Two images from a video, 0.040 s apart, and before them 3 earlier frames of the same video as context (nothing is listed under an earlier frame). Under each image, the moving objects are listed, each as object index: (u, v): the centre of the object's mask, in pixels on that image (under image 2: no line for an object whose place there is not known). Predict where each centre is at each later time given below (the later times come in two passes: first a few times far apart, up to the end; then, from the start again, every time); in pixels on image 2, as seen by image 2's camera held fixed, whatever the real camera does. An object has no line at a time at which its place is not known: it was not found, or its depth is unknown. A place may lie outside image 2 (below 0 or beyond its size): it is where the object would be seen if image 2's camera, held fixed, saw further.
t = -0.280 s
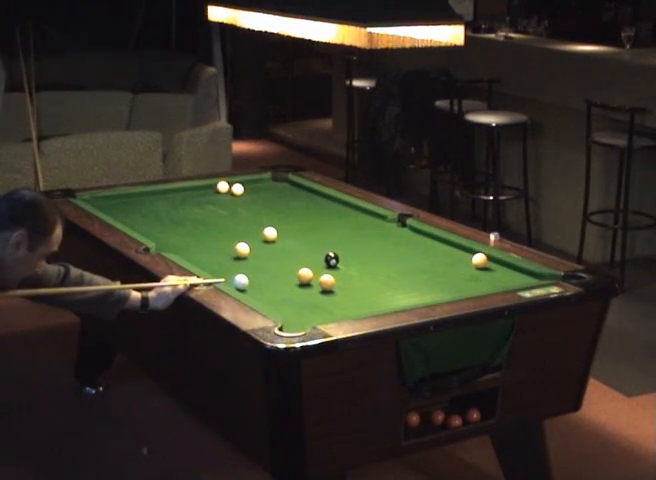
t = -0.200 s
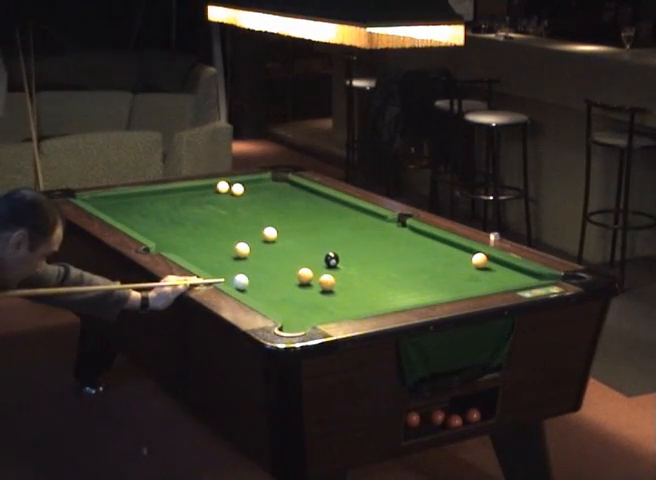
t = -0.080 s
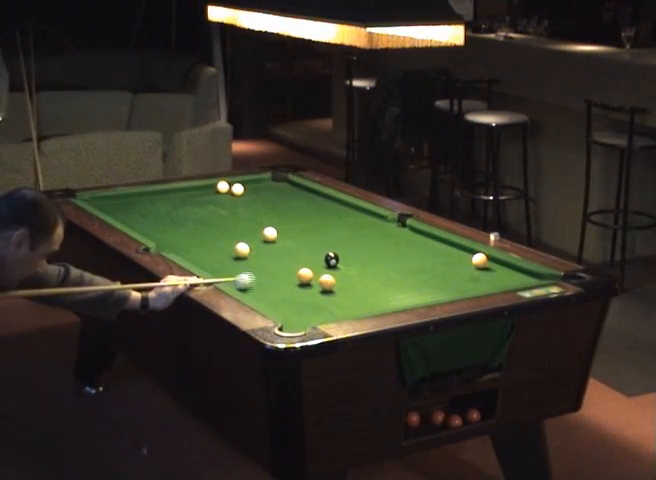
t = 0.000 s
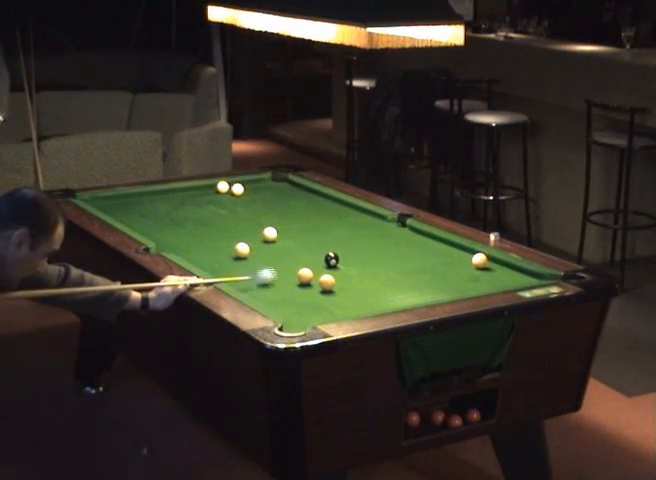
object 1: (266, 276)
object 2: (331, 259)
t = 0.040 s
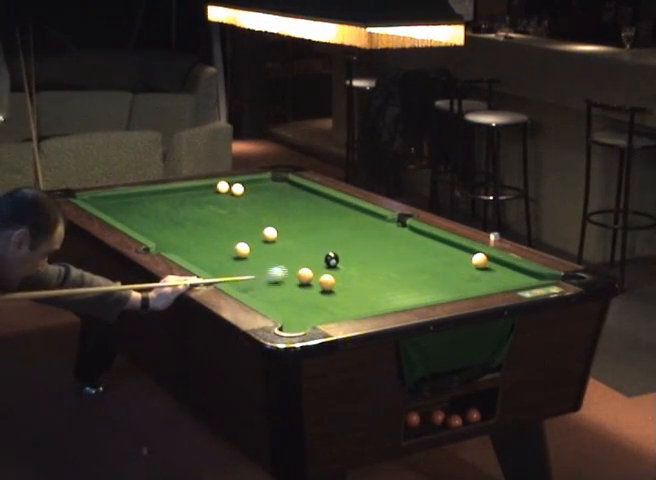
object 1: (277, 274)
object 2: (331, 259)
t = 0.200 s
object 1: (318, 264)
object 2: (332, 259)
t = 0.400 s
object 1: (351, 264)
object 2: (341, 253)
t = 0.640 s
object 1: (387, 265)
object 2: (353, 245)
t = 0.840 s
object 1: (416, 265)
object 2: (361, 240)
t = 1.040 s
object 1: (443, 266)
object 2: (370, 234)
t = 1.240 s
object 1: (467, 266)
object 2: (376, 229)
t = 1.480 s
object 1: (495, 267)
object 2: (385, 224)
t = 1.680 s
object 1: (513, 268)
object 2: (390, 221)
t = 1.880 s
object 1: (510, 271)
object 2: (395, 218)
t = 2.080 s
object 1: (507, 274)
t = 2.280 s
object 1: (505, 276)
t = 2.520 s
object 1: (502, 278)
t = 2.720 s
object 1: (500, 279)
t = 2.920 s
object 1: (498, 280)
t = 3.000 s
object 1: (498, 280)
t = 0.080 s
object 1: (287, 272)
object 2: (331, 260)
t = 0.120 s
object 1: (296, 268)
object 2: (331, 260)
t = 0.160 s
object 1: (308, 264)
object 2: (331, 260)
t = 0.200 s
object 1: (318, 264)
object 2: (332, 259)
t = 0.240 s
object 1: (327, 263)
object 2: (334, 257)
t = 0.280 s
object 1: (332, 264)
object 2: (335, 253)
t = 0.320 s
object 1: (339, 264)
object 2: (336, 253)
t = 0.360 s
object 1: (345, 264)
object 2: (337, 253)
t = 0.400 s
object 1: (351, 264)
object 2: (341, 253)
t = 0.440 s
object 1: (357, 264)
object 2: (343, 252)
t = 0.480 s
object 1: (363, 264)
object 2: (345, 251)
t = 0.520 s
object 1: (369, 265)
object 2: (347, 249)
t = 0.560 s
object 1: (375, 265)
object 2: (349, 248)
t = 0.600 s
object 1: (381, 265)
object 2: (351, 247)
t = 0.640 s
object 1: (387, 265)
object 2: (353, 245)
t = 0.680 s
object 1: (393, 265)
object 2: (355, 244)
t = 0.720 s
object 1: (399, 265)
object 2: (357, 243)
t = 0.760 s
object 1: (404, 265)
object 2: (358, 242)
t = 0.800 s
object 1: (410, 265)
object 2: (360, 241)
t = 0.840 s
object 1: (416, 265)
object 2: (361, 240)
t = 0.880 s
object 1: (421, 265)
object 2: (363, 238)
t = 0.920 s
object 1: (426, 266)
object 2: (365, 237)
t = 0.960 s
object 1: (432, 266)
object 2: (367, 236)
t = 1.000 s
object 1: (437, 266)
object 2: (368, 235)
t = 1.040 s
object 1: (443, 266)
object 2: (370, 234)
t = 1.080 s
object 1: (447, 266)
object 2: (371, 233)
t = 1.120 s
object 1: (452, 266)
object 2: (373, 232)
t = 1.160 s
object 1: (457, 266)
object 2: (374, 231)
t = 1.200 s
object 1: (463, 266)
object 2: (375, 230)
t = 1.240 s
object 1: (467, 266)
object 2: (376, 229)
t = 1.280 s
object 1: (471, 267)
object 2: (378, 228)
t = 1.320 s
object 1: (477, 267)
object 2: (379, 227)
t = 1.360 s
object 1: (482, 267)
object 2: (380, 226)
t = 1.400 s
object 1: (487, 266)
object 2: (382, 226)
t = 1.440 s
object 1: (491, 267)
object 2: (384, 225)
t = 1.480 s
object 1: (495, 267)
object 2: (385, 224)
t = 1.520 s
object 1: (500, 267)
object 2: (387, 223)
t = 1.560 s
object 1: (504, 267)
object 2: (388, 222)
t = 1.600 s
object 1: (509, 267)
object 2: (389, 222)
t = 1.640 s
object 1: (513, 268)
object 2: (389, 221)
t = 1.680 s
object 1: (513, 268)
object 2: (390, 221)
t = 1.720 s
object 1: (512, 269)
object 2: (390, 220)
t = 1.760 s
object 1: (512, 269)
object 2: (391, 219)
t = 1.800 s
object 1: (511, 270)
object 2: (392, 218)
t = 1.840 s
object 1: (510, 270)
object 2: (393, 218)
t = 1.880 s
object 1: (510, 271)
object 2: (395, 218)
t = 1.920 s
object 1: (509, 272)
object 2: (396, 218)
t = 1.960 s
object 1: (509, 272)
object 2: (400, 219)
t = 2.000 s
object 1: (508, 273)
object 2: (402, 222)
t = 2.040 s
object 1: (507, 273)
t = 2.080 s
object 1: (507, 274)
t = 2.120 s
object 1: (506, 274)
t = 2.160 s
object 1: (506, 274)
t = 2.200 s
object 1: (505, 275)
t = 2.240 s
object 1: (505, 276)
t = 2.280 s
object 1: (505, 276)
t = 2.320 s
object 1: (504, 276)
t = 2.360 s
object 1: (504, 277)
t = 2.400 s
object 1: (504, 277)
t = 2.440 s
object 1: (503, 277)
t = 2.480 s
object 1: (502, 278)
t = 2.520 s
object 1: (502, 278)
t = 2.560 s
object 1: (501, 278)
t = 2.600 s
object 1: (501, 278)
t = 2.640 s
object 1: (500, 279)
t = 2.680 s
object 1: (500, 279)
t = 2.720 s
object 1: (500, 279)
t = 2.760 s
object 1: (499, 280)
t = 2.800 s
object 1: (499, 280)
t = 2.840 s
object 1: (499, 280)
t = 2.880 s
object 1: (499, 280)
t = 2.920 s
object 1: (498, 280)
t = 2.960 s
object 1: (498, 280)
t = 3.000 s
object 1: (498, 280)
